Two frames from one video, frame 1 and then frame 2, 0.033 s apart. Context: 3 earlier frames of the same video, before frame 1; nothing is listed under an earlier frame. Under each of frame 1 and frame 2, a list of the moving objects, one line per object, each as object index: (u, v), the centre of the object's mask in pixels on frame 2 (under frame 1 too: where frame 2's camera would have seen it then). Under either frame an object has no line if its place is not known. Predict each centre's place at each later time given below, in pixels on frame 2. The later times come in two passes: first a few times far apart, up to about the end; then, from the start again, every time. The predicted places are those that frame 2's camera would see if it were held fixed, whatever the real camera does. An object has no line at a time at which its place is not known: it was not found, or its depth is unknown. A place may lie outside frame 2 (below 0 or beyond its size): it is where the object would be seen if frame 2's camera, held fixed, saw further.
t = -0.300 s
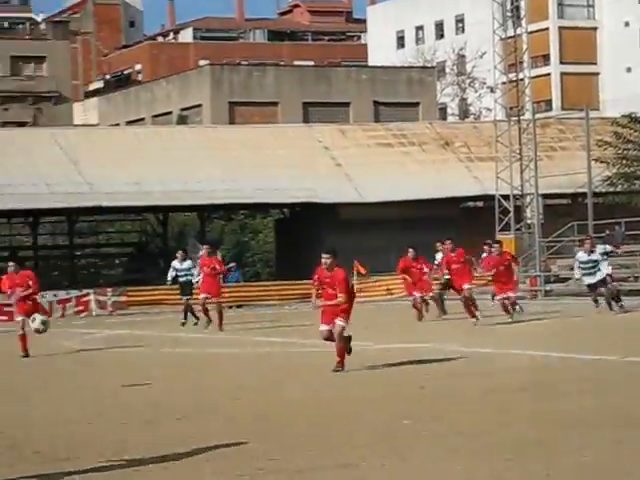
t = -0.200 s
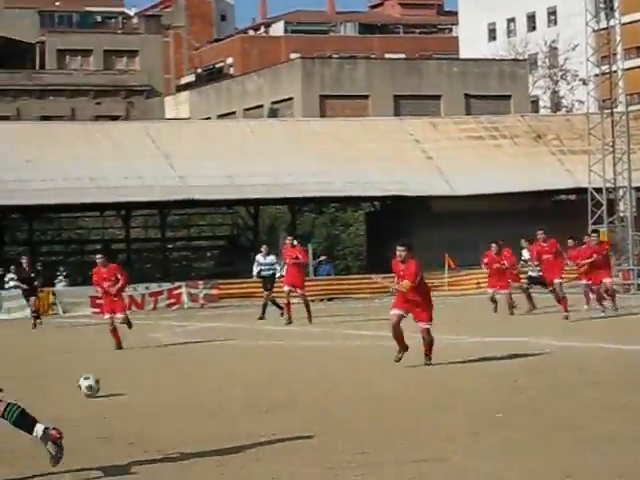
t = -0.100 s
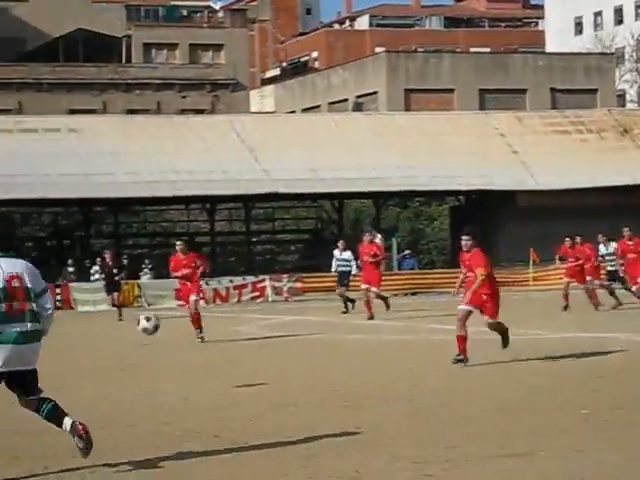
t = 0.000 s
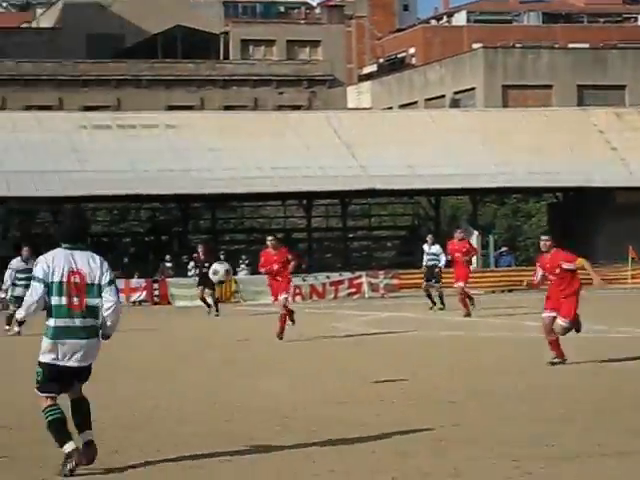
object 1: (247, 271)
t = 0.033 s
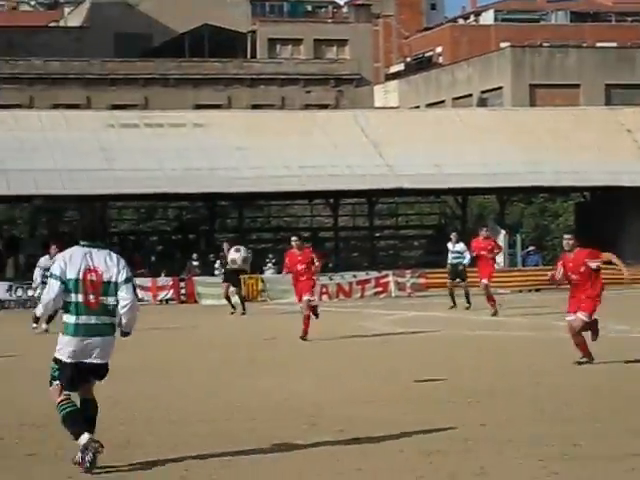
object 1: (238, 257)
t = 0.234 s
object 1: (187, 198)
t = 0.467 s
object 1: (121, 185)
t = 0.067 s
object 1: (230, 246)
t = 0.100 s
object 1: (222, 234)
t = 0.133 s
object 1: (213, 224)
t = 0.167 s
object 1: (205, 215)
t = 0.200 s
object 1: (195, 206)
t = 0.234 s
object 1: (187, 198)
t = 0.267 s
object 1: (178, 194)
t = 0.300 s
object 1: (169, 188)
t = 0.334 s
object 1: (159, 185)
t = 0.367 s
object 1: (150, 183)
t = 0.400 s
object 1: (140, 182)
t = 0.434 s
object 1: (131, 184)
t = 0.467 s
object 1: (121, 185)
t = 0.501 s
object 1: (111, 190)
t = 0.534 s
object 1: (100, 196)
